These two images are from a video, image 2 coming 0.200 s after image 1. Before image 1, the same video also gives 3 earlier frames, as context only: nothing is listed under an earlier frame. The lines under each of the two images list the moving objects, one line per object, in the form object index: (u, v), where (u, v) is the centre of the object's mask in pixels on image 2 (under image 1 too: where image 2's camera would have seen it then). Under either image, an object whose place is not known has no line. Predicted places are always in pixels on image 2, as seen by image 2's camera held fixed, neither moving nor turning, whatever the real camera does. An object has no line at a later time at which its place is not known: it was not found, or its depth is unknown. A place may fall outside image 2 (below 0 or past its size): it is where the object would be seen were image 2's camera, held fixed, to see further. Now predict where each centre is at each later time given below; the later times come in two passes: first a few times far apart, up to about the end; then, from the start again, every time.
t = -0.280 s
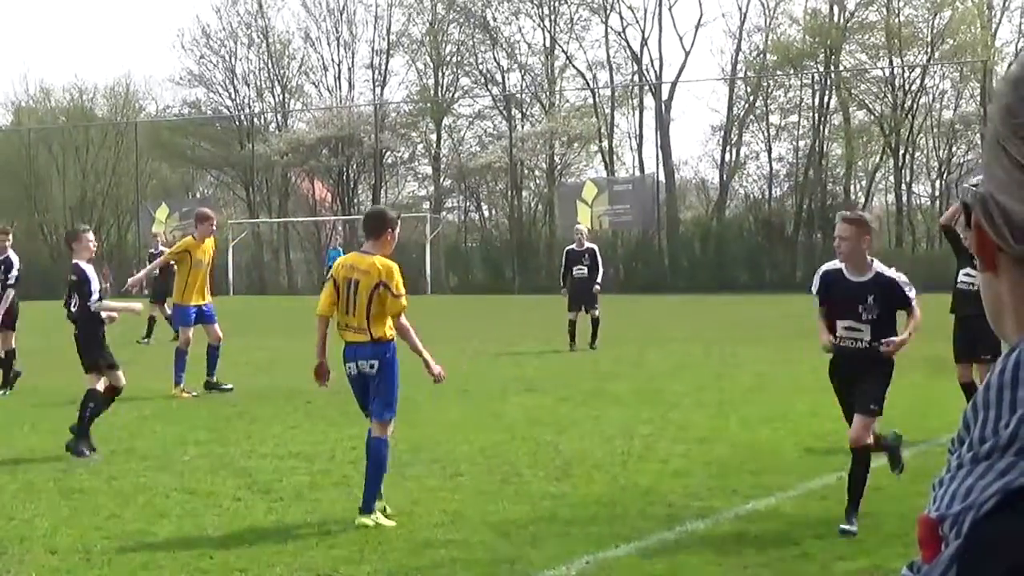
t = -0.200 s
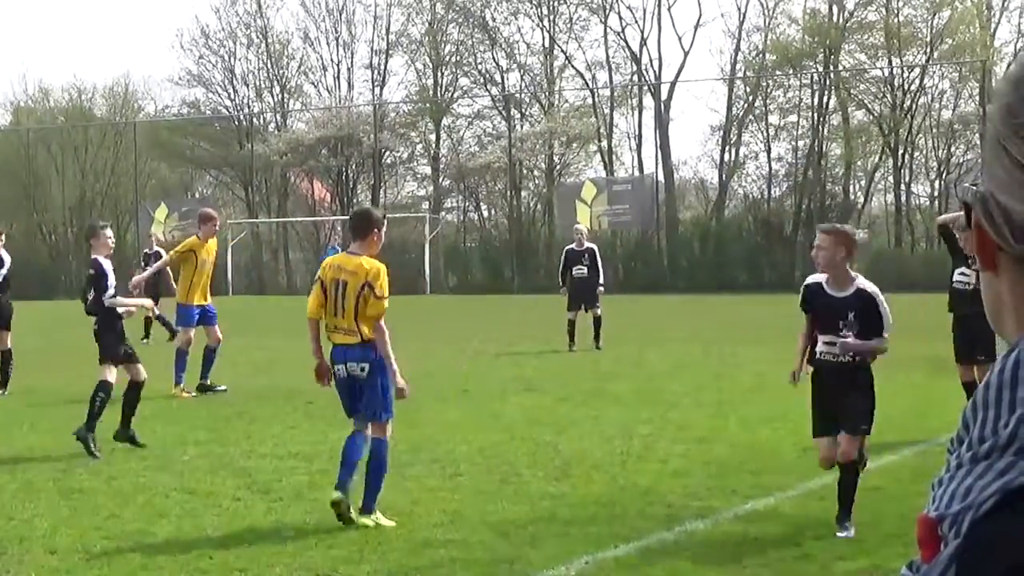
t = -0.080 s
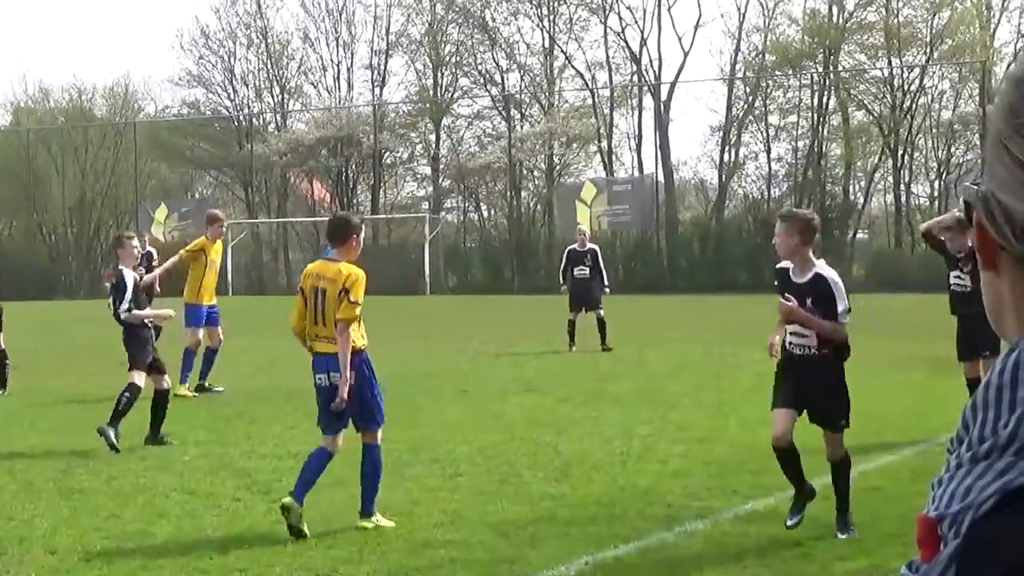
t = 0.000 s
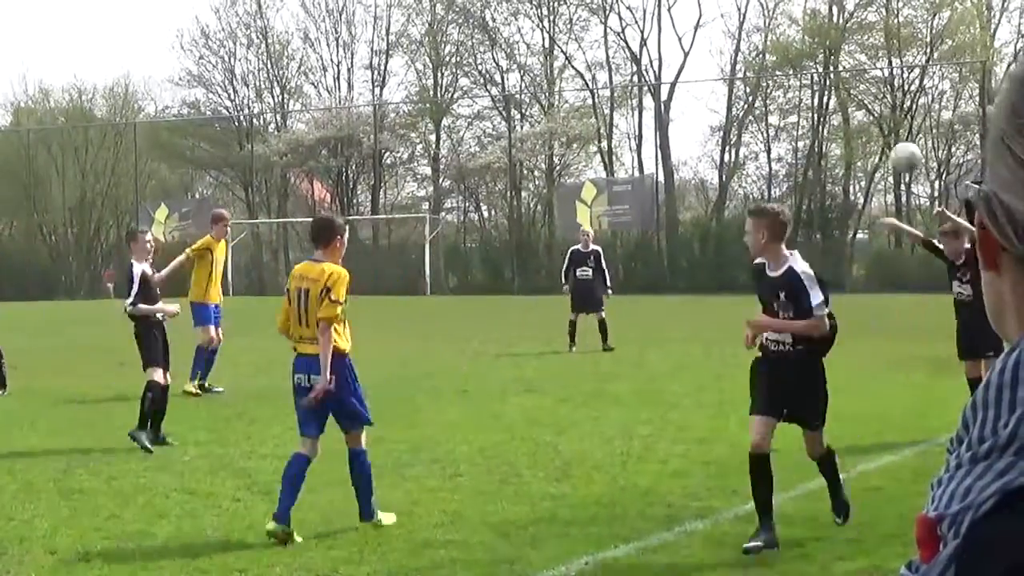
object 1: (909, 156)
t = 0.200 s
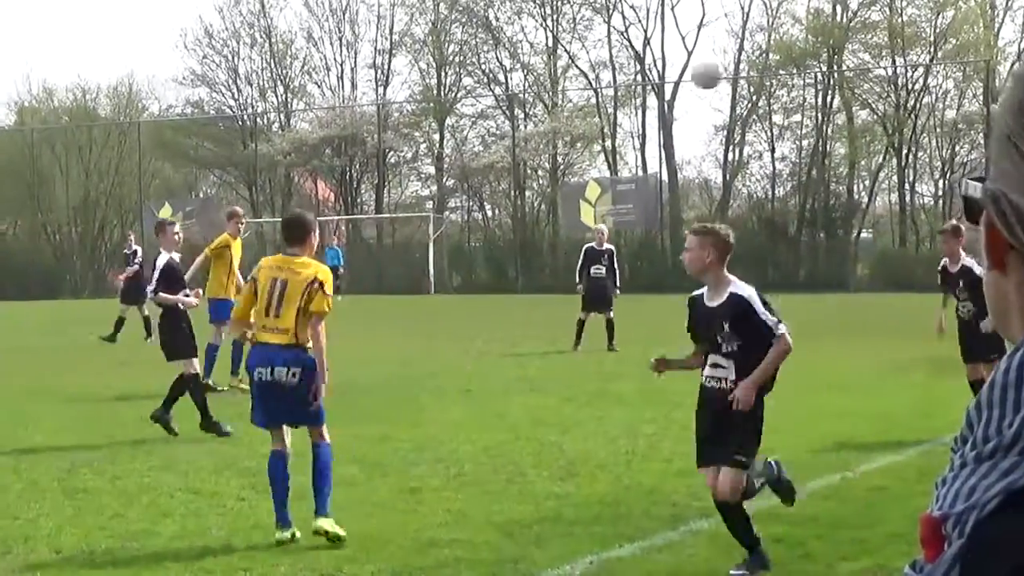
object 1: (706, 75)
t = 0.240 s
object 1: (662, 63)
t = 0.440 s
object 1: (427, 40)
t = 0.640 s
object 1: (151, 81)
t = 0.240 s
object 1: (662, 63)
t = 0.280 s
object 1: (617, 54)
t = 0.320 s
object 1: (571, 47)
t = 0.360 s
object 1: (526, 44)
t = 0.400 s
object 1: (479, 40)
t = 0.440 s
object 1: (427, 40)
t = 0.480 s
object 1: (378, 42)
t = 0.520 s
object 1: (326, 48)
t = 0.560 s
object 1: (272, 55)
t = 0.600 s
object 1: (214, 70)
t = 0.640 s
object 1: (151, 81)
